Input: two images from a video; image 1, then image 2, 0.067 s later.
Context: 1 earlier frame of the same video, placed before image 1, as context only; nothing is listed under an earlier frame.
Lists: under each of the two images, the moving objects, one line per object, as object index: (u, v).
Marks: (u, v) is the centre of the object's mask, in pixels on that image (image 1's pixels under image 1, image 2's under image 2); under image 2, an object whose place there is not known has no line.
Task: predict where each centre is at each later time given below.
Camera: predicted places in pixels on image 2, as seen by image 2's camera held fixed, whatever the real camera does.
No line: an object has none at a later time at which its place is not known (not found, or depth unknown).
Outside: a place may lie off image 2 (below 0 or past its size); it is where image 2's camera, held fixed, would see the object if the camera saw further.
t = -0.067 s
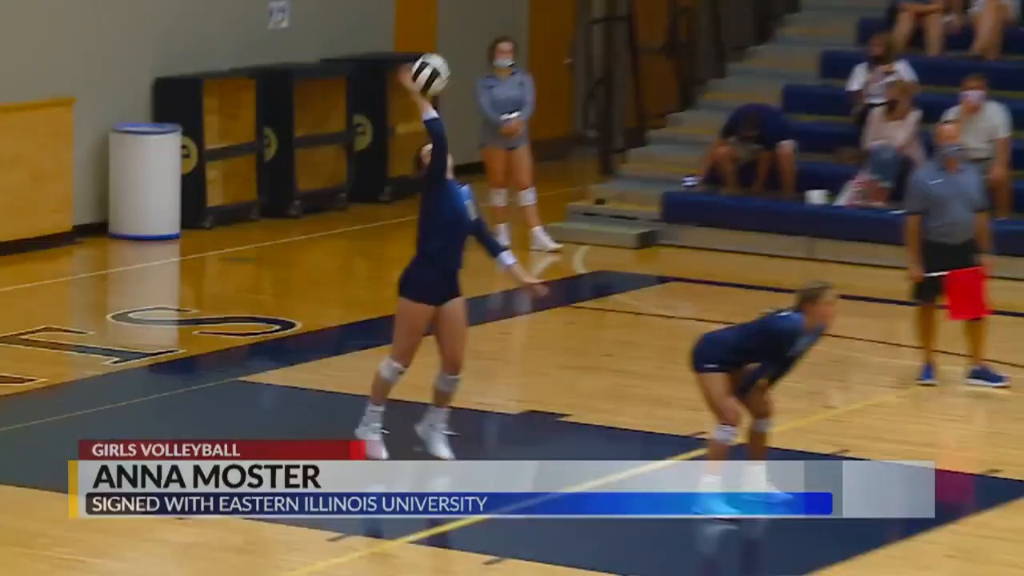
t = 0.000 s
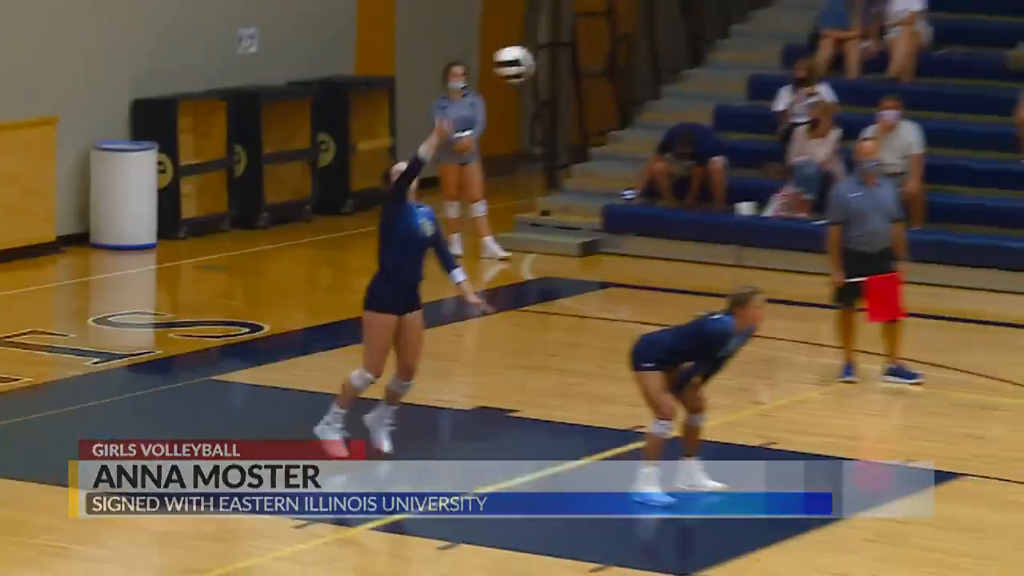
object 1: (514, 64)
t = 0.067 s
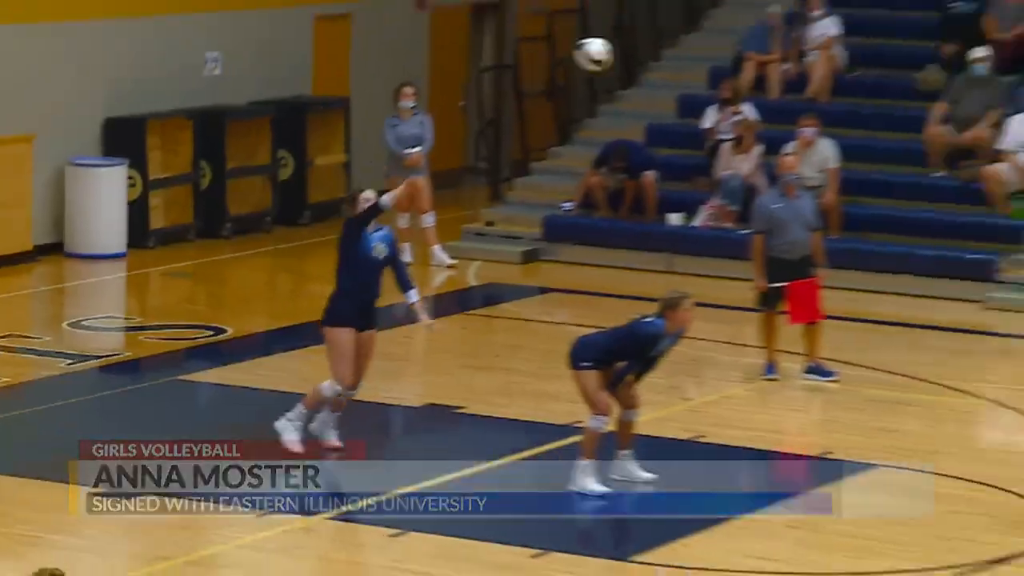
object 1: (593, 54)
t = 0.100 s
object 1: (660, 44)
